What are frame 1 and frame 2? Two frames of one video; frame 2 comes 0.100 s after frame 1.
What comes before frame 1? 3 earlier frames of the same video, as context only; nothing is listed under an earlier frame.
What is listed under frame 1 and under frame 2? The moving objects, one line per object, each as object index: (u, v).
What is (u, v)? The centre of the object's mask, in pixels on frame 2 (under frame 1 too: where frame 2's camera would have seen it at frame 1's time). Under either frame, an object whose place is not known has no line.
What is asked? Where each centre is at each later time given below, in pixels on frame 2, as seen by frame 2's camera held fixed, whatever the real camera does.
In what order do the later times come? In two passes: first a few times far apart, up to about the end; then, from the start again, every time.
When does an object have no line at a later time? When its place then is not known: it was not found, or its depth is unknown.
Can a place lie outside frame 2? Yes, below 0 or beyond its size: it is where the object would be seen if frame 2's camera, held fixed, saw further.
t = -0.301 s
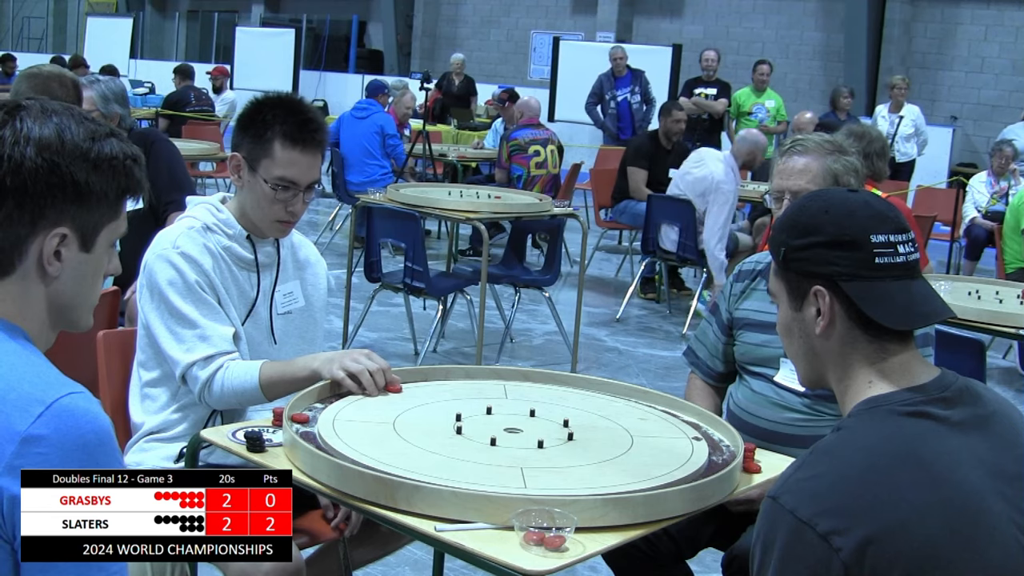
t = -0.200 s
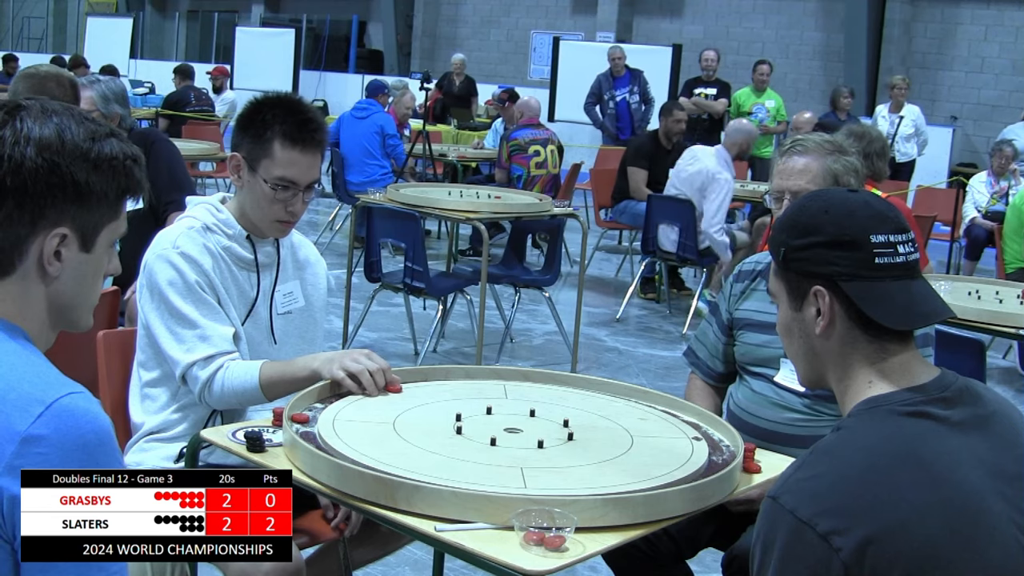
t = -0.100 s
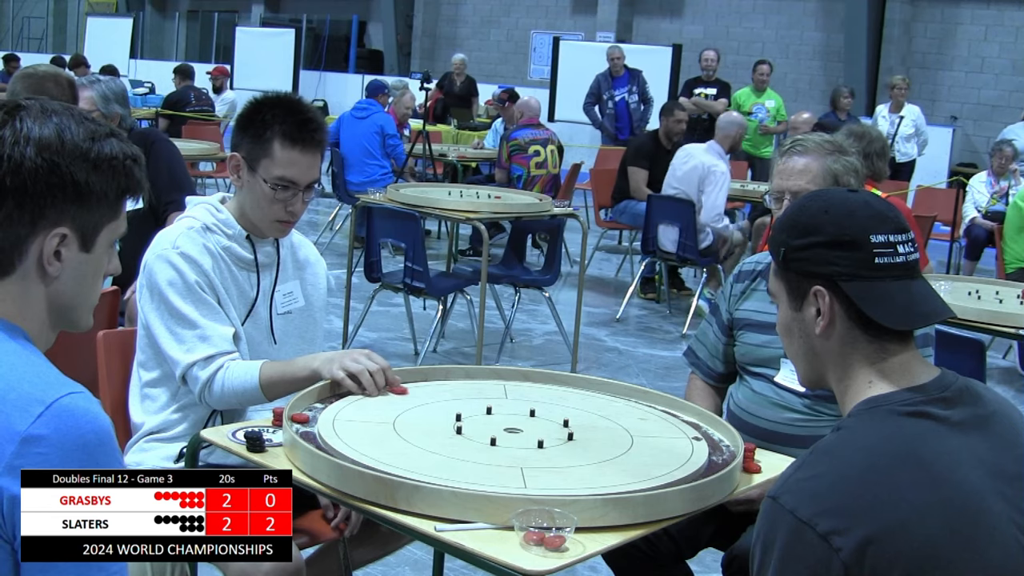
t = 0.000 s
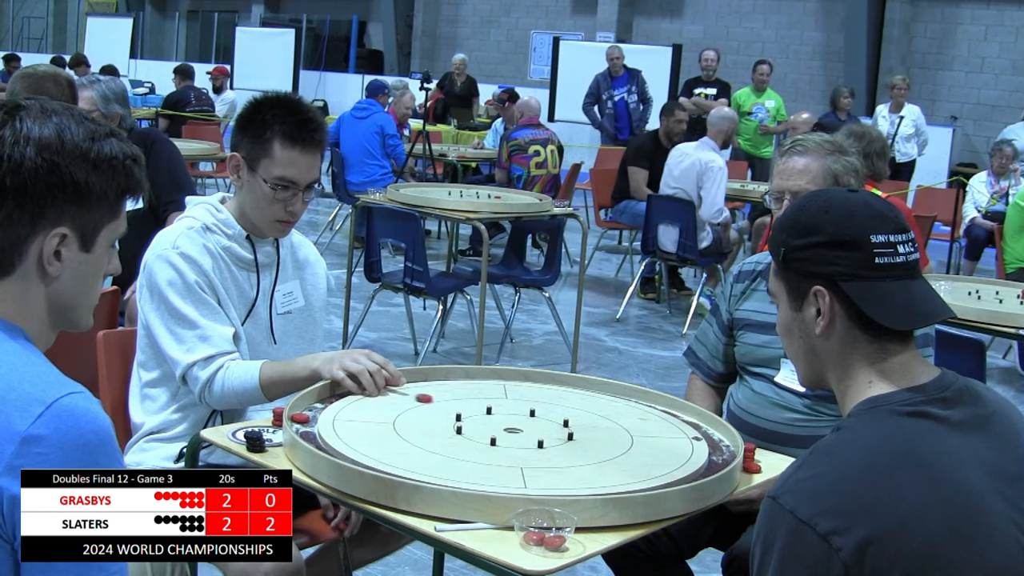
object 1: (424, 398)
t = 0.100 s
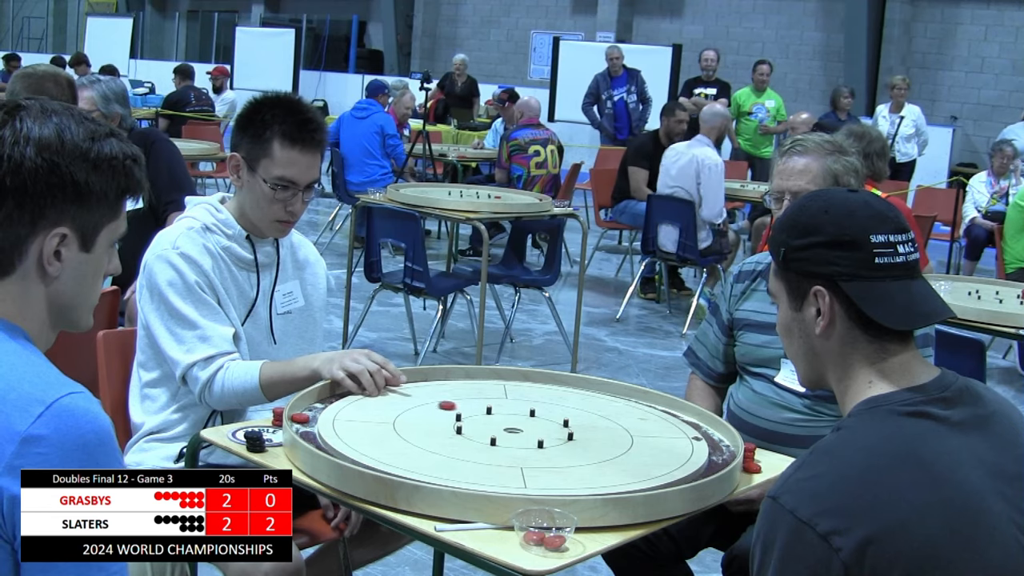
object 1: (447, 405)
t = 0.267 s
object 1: (481, 416)
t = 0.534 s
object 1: (517, 428)
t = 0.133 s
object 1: (454, 407)
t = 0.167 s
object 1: (462, 410)
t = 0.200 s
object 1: (469, 412)
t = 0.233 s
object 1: (475, 414)
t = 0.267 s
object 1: (481, 416)
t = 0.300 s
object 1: (488, 418)
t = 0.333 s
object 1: (493, 419)
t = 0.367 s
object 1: (499, 421)
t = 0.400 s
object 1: (505, 423)
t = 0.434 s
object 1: (510, 424)
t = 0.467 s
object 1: (514, 426)
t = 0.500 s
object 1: (516, 427)
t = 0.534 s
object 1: (517, 428)
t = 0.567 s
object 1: (516, 429)
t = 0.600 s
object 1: (515, 429)
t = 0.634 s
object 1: (513, 429)
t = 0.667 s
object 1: (513, 429)
